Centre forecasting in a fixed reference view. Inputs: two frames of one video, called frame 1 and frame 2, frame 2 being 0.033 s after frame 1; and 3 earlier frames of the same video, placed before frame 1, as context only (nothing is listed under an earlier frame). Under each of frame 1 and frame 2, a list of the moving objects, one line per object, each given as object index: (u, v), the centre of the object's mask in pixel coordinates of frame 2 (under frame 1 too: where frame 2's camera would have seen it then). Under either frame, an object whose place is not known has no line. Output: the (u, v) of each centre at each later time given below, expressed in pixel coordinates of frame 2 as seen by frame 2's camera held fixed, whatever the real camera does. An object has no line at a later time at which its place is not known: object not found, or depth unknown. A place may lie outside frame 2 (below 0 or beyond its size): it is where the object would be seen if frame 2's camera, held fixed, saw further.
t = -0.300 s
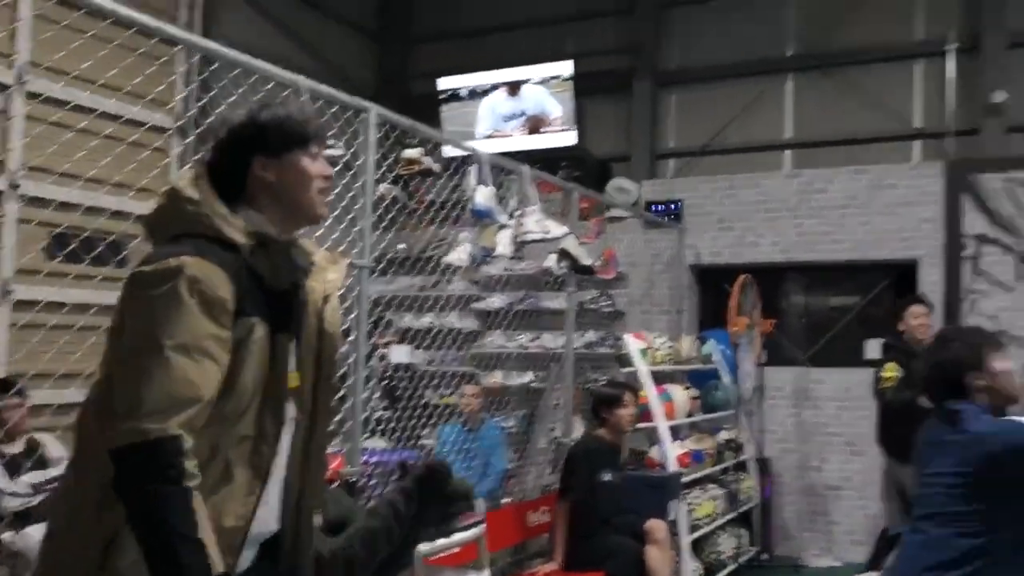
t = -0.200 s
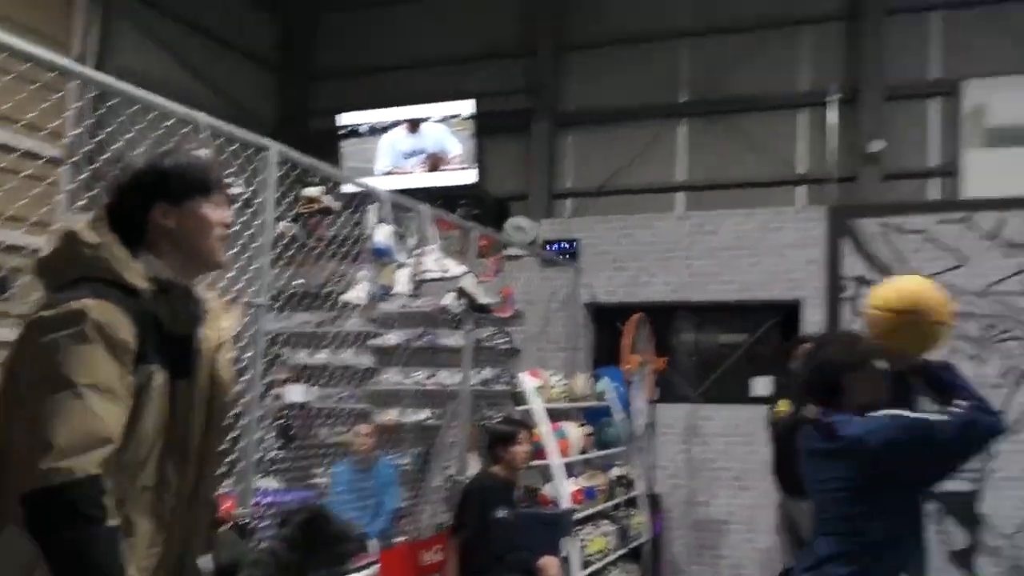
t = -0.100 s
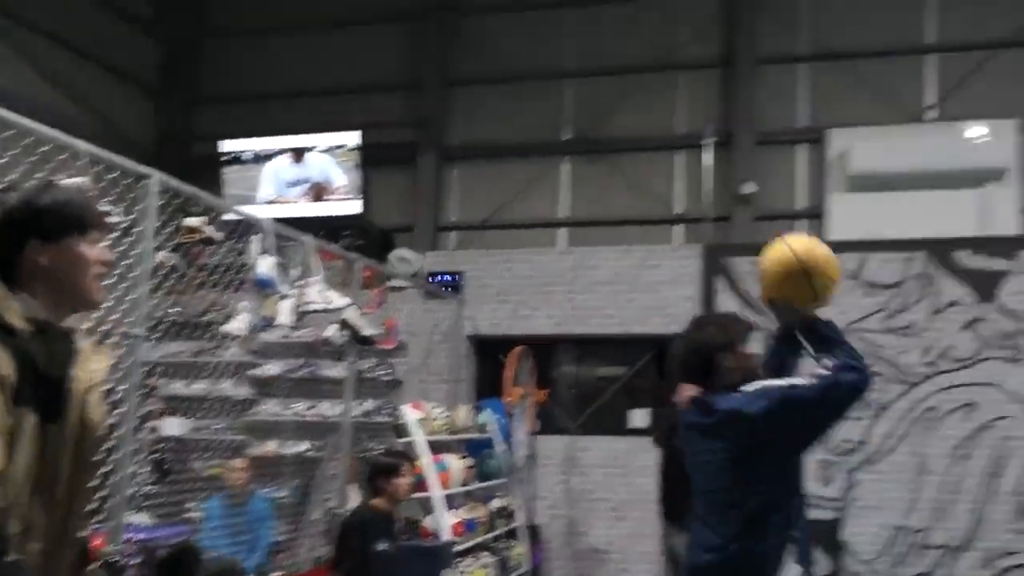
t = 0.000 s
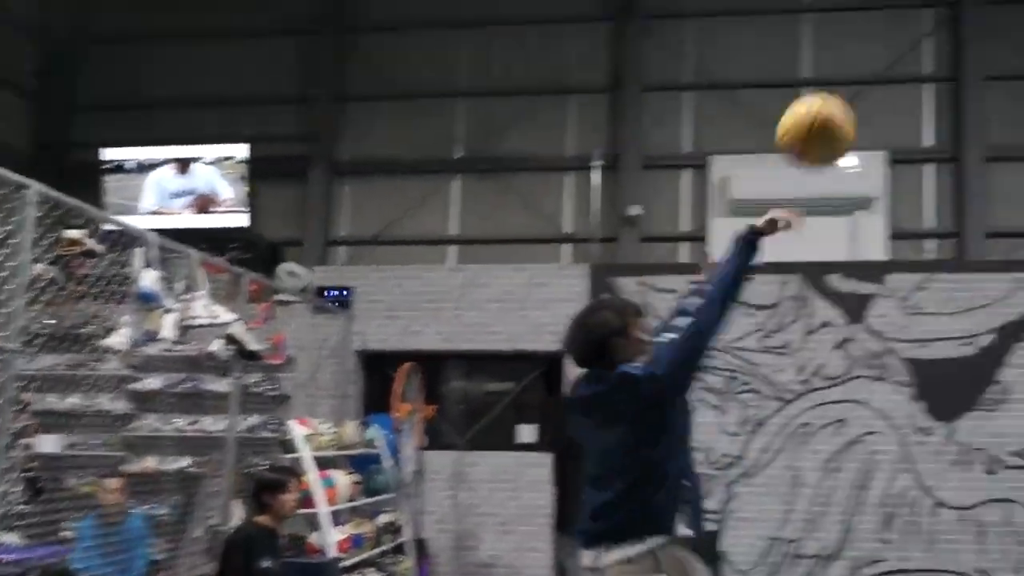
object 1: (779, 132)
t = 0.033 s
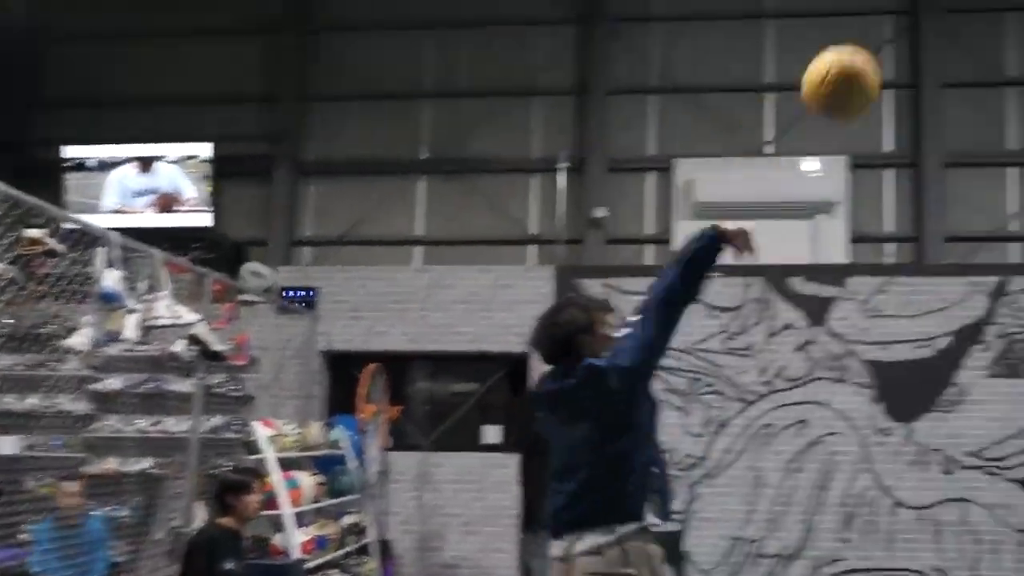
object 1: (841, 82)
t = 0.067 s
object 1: (903, 32)
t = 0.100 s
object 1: (961, 0)
